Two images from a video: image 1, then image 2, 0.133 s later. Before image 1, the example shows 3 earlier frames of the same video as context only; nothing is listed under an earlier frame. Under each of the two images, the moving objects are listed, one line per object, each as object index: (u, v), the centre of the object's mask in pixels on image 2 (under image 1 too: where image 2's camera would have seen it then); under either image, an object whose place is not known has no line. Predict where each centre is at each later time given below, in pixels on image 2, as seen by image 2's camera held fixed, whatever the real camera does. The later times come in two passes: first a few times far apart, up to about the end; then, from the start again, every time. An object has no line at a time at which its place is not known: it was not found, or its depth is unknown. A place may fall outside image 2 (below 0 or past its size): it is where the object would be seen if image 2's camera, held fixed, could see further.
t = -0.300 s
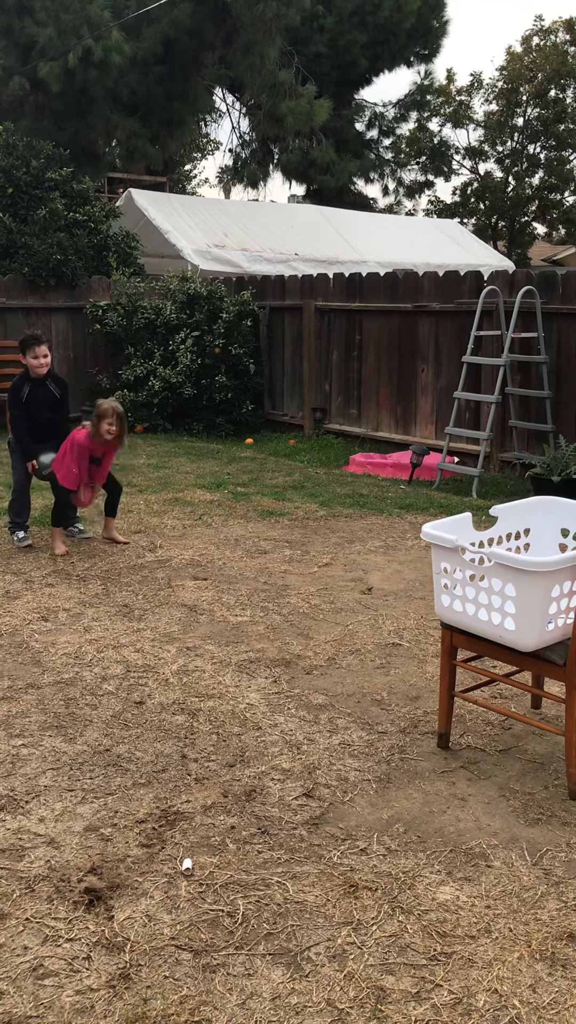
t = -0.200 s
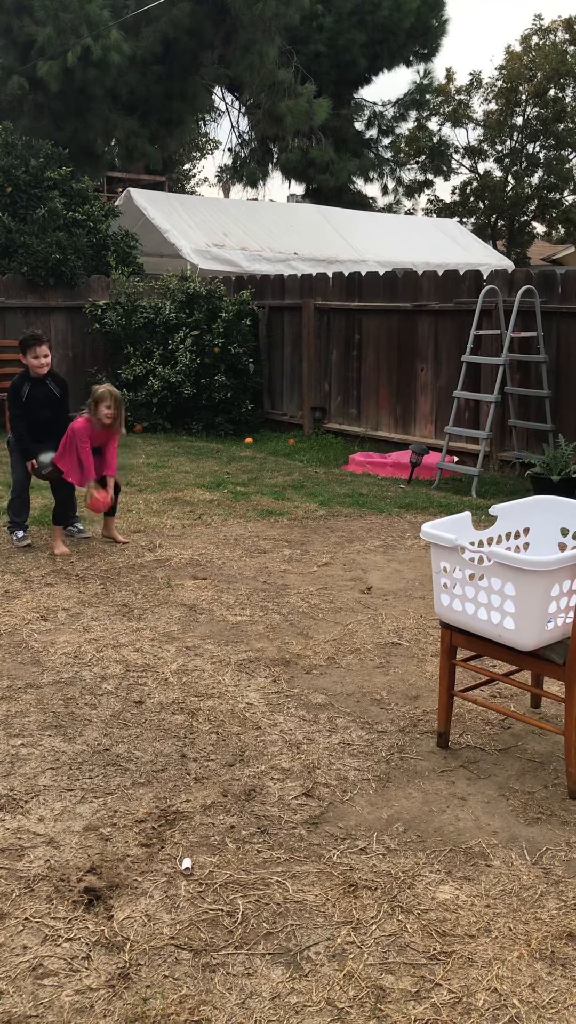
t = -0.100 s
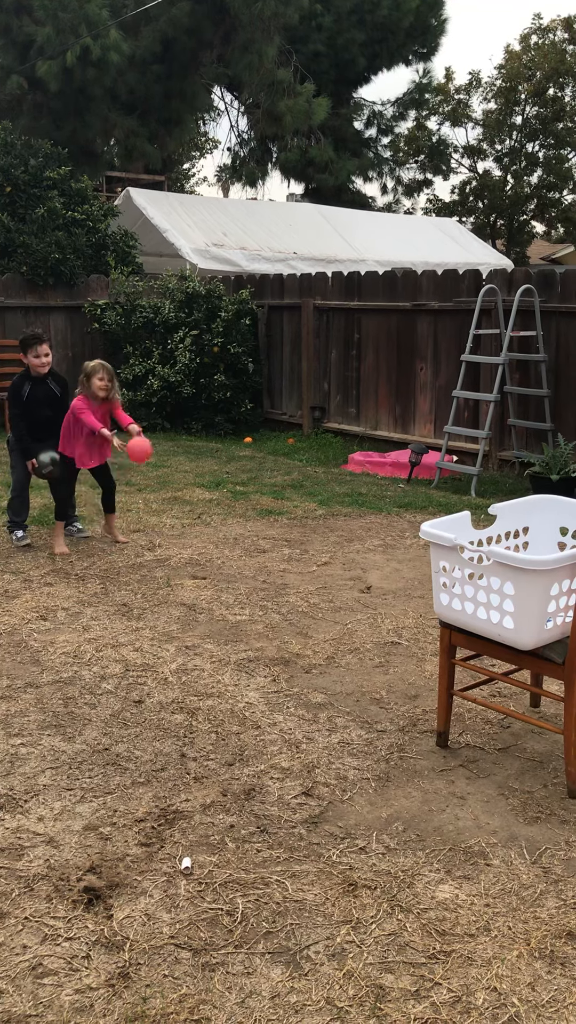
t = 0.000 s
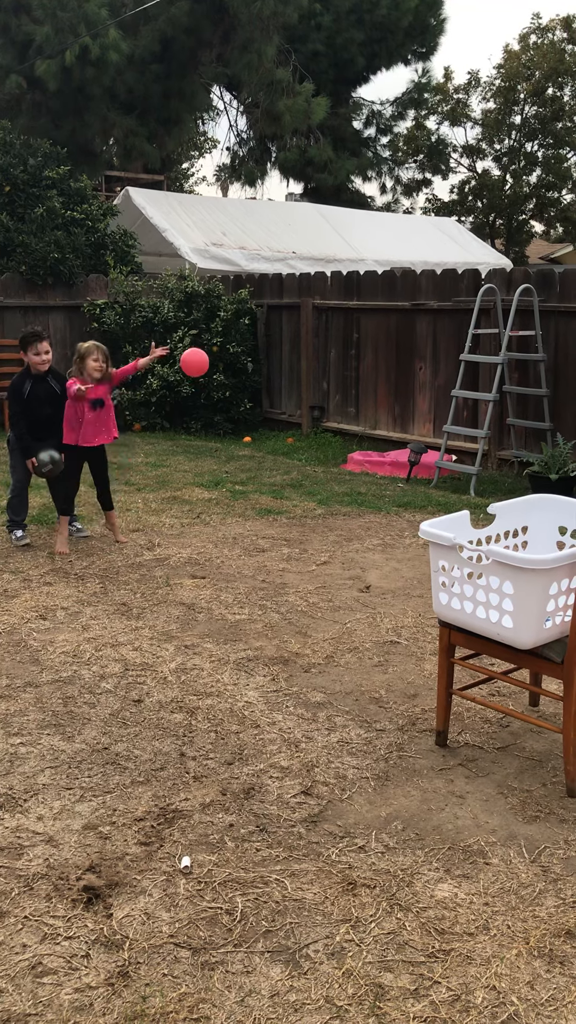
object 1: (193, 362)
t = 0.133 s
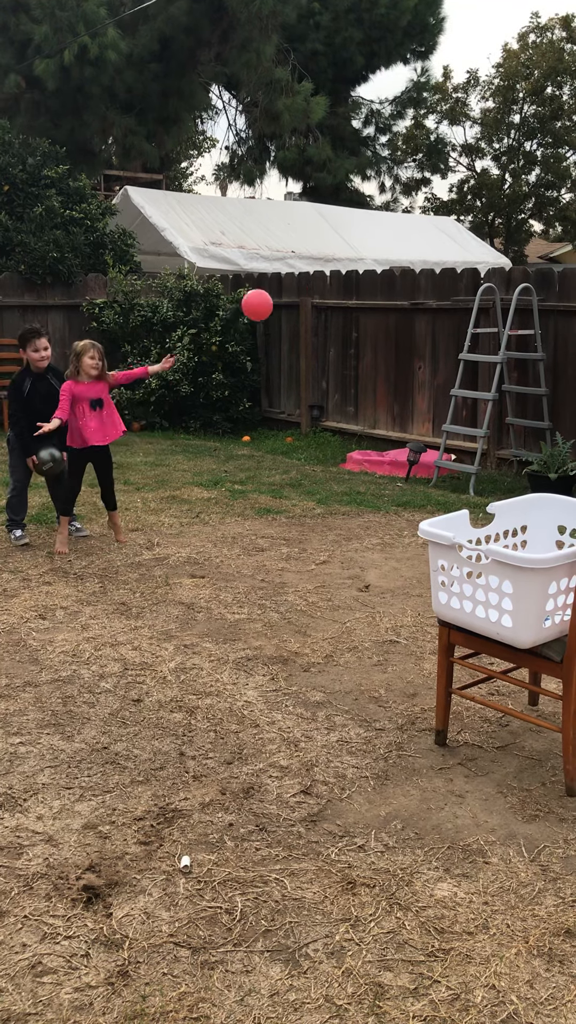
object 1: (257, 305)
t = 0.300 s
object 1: (346, 287)
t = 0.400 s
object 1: (405, 311)
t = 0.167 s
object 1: (274, 296)
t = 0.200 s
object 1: (291, 290)
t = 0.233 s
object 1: (310, 287)
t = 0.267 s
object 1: (328, 286)
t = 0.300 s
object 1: (346, 287)
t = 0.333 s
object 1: (365, 292)
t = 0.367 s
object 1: (385, 300)
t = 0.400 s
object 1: (405, 311)
